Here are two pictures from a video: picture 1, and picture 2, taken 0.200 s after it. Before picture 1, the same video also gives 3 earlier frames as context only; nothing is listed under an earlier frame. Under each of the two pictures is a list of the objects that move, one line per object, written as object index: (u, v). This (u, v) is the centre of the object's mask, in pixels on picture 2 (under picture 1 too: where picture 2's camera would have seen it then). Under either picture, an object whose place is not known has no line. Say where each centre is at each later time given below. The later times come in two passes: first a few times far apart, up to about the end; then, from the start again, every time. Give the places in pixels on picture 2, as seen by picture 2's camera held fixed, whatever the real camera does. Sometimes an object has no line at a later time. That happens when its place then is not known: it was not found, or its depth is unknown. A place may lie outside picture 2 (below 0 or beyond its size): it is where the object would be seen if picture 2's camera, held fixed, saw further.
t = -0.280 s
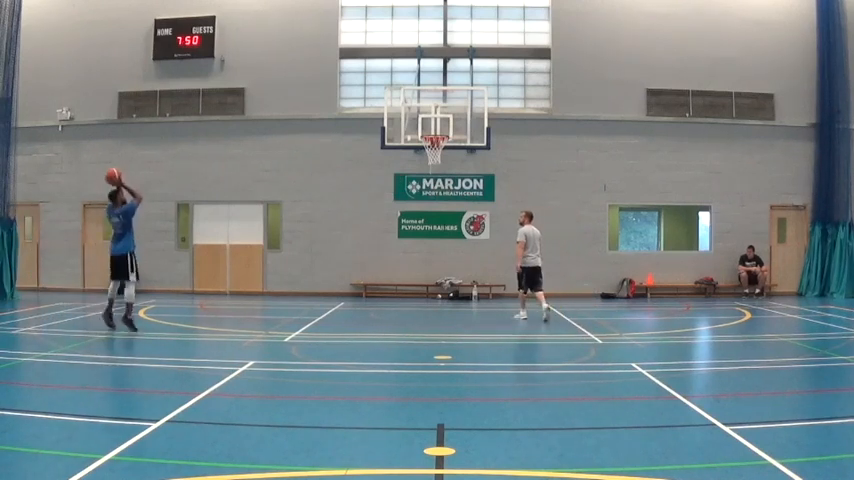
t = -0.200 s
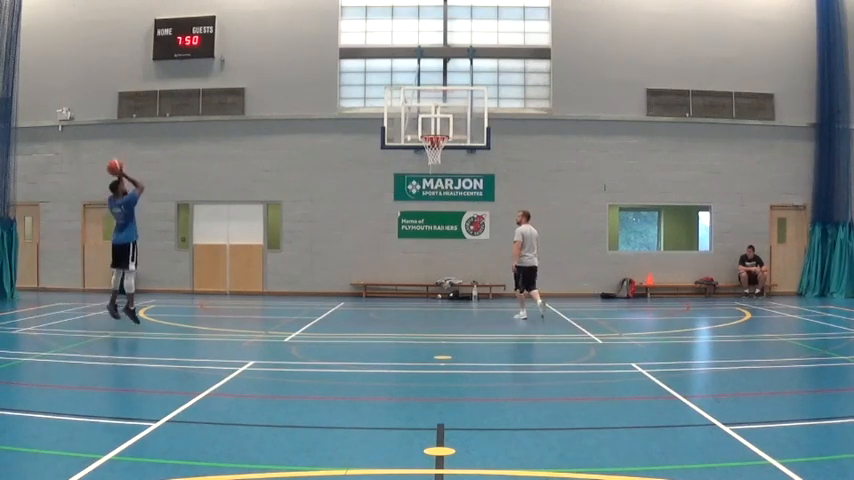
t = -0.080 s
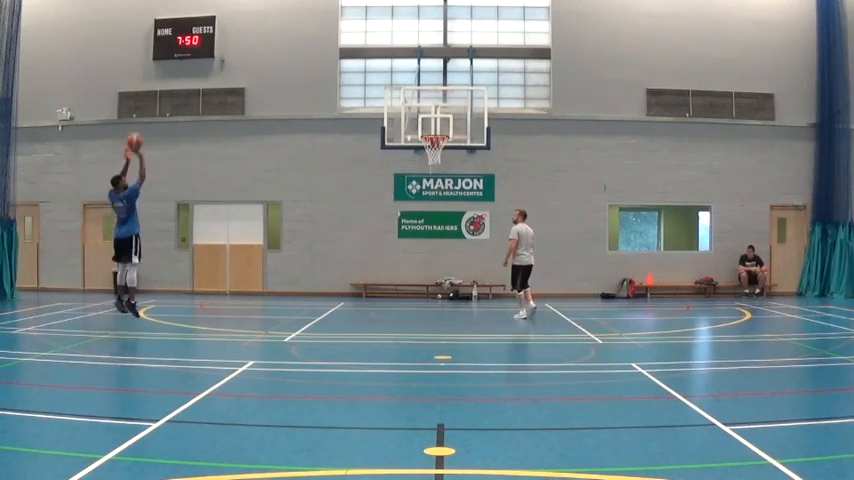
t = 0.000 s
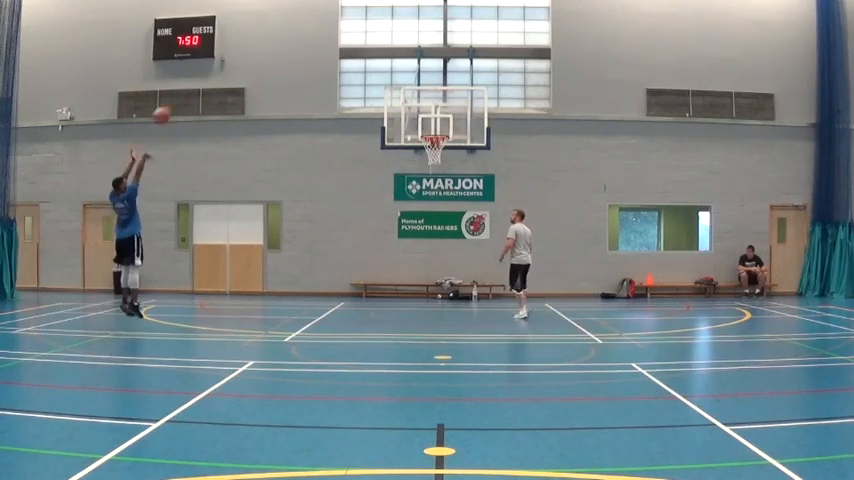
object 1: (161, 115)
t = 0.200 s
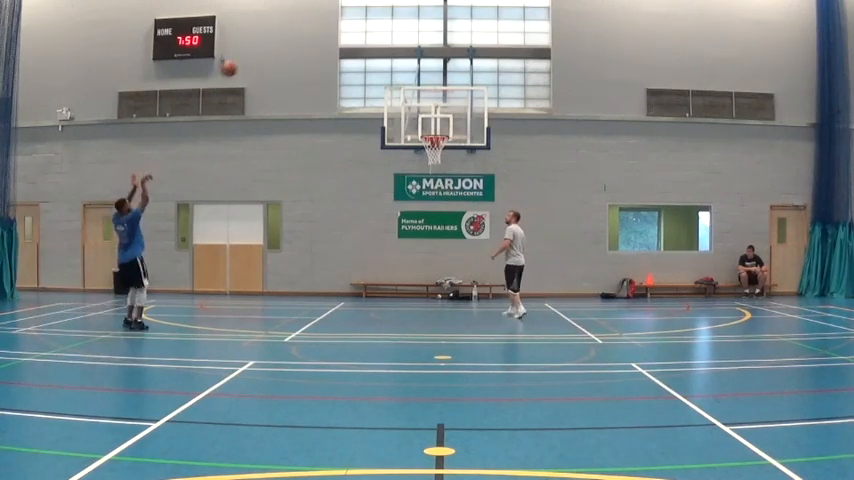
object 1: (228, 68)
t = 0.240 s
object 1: (241, 63)
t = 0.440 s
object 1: (302, 50)
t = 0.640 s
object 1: (357, 63)
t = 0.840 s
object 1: (407, 97)
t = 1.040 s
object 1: (444, 130)
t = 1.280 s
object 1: (454, 123)
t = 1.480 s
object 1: (457, 134)
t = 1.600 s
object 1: (459, 152)
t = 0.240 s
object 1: (241, 63)
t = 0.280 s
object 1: (254, 59)
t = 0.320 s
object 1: (267, 55)
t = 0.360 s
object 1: (279, 52)
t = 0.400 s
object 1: (290, 51)
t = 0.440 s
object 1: (302, 50)
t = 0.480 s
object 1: (313, 51)
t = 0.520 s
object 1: (324, 53)
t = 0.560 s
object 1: (336, 55)
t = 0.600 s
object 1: (347, 59)
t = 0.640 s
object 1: (357, 63)
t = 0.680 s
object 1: (367, 68)
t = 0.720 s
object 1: (377, 74)
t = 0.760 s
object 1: (388, 82)
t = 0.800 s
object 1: (397, 90)
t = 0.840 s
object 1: (407, 97)
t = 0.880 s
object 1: (417, 107)
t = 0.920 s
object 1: (426, 117)
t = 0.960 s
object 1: (435, 129)
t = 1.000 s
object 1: (441, 129)
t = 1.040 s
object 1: (444, 130)
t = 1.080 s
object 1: (446, 129)
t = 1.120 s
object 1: (451, 127)
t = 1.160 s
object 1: (453, 126)
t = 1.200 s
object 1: (453, 124)
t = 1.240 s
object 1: (454, 123)
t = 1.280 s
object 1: (454, 123)
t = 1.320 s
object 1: (455, 123)
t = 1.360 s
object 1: (455, 124)
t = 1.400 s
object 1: (456, 127)
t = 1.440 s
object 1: (456, 130)
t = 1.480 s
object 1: (457, 134)
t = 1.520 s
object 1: (458, 139)
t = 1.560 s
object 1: (458, 144)
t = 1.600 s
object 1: (459, 152)
